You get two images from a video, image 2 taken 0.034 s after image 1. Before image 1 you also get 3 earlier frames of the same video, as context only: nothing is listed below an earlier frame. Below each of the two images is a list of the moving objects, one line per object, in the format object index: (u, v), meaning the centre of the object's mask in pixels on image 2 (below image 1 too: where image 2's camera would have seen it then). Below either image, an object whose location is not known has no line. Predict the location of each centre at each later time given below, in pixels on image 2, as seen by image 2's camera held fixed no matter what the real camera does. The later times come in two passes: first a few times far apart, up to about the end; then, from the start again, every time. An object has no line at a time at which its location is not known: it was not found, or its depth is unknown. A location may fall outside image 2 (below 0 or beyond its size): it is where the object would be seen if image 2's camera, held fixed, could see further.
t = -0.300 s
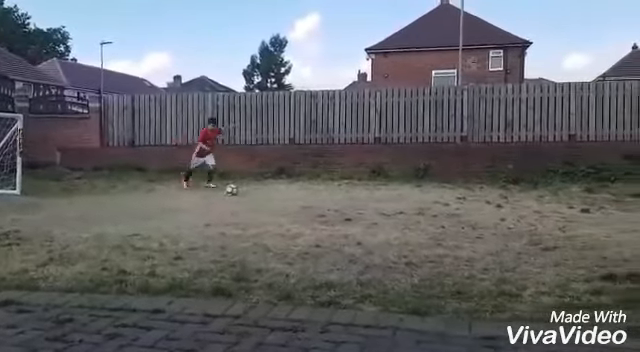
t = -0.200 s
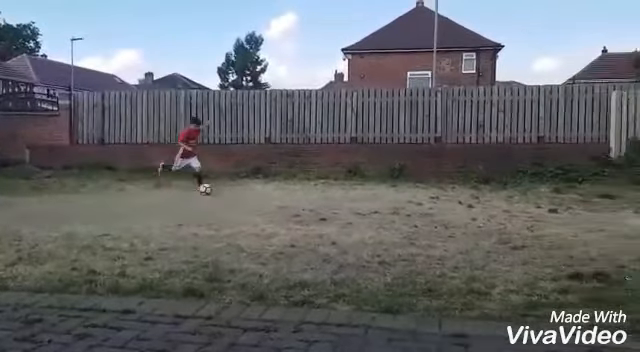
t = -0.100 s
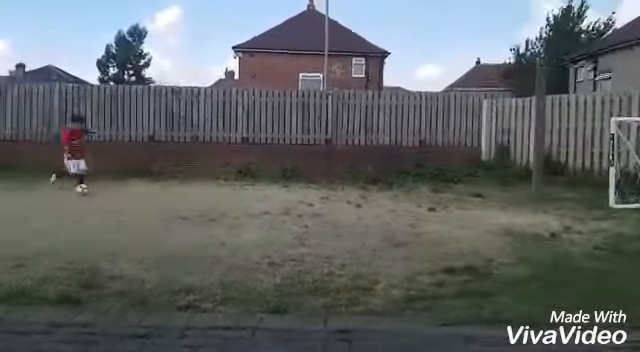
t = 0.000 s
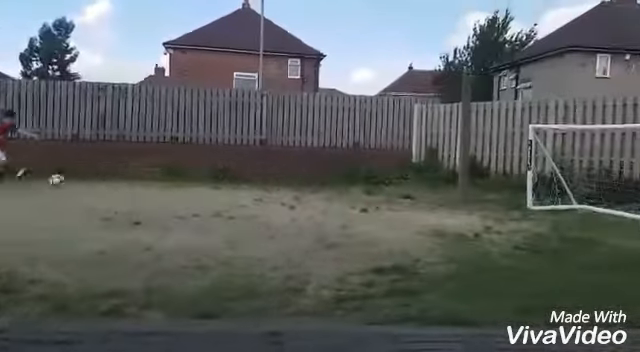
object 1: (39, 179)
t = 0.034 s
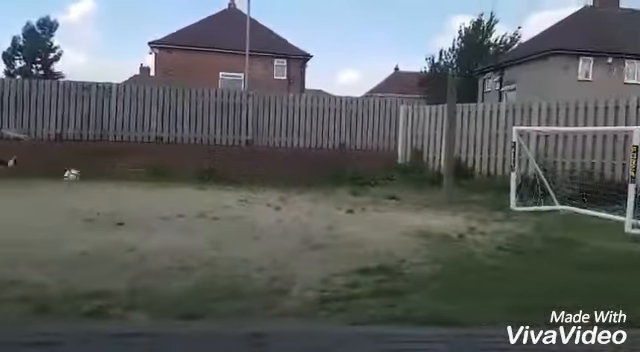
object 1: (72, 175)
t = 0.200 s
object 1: (220, 163)
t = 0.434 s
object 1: (406, 169)
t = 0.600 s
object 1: (376, 191)
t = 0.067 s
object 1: (101, 171)
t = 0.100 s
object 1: (131, 168)
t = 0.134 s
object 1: (162, 166)
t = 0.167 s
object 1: (192, 163)
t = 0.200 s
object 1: (220, 163)
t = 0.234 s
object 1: (249, 162)
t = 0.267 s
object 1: (278, 161)
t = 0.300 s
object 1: (305, 162)
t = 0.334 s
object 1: (331, 163)
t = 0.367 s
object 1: (357, 166)
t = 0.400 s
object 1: (382, 168)
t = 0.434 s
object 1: (406, 169)
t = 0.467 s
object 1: (429, 173)
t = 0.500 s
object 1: (431, 177)
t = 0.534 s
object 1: (412, 181)
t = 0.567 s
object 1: (394, 185)
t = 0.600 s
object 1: (376, 191)
